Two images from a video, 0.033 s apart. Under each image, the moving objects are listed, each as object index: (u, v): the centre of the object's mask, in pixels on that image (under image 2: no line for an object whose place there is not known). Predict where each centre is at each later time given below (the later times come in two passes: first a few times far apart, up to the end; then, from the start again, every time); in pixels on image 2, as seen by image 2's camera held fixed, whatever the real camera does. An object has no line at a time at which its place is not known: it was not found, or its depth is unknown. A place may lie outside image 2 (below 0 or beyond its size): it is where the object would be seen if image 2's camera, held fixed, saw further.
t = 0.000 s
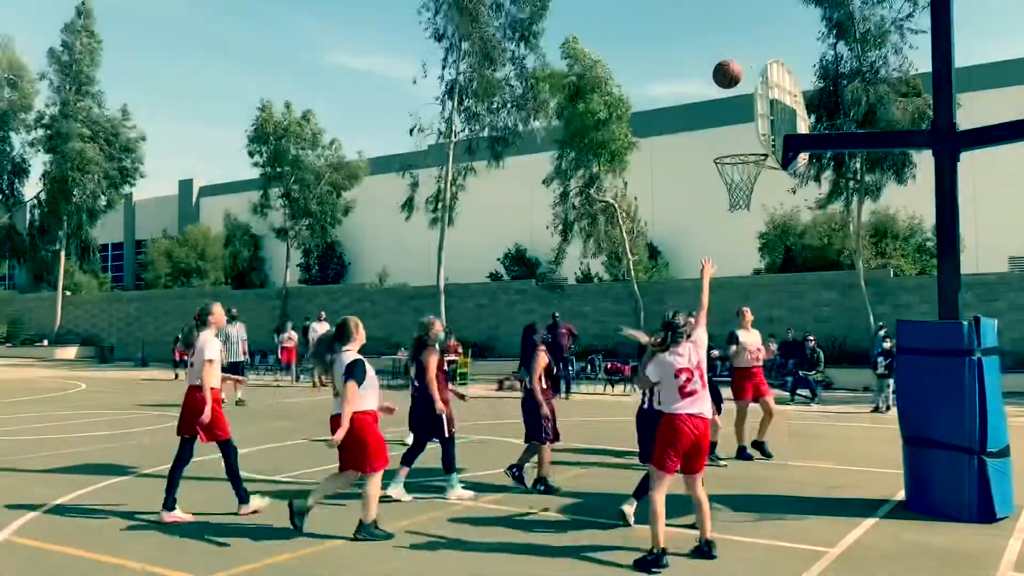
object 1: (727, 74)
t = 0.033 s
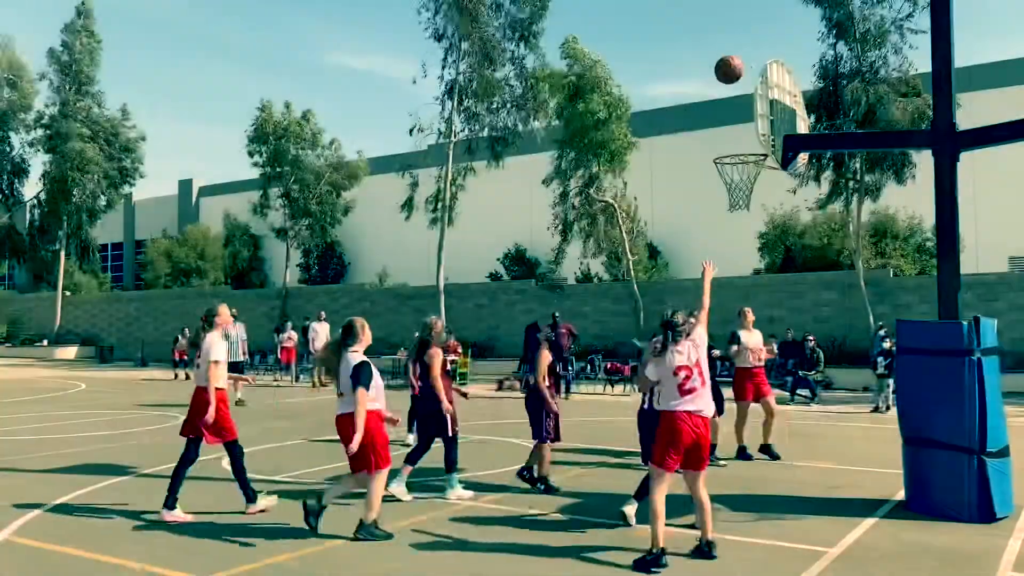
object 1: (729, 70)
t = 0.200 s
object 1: (738, 68)
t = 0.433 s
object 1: (746, 114)
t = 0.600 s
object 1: (760, 174)
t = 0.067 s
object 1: (731, 66)
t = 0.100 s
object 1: (733, 65)
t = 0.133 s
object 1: (734, 65)
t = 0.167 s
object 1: (736, 65)
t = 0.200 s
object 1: (738, 68)
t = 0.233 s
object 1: (739, 71)
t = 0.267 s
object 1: (741, 76)
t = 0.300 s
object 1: (742, 81)
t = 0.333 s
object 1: (743, 87)
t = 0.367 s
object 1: (744, 95)
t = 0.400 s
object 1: (745, 104)
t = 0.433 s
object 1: (746, 114)
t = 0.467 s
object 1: (748, 124)
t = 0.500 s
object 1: (750, 136)
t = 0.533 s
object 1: (754, 149)
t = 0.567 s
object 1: (758, 160)
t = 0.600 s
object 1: (760, 174)
